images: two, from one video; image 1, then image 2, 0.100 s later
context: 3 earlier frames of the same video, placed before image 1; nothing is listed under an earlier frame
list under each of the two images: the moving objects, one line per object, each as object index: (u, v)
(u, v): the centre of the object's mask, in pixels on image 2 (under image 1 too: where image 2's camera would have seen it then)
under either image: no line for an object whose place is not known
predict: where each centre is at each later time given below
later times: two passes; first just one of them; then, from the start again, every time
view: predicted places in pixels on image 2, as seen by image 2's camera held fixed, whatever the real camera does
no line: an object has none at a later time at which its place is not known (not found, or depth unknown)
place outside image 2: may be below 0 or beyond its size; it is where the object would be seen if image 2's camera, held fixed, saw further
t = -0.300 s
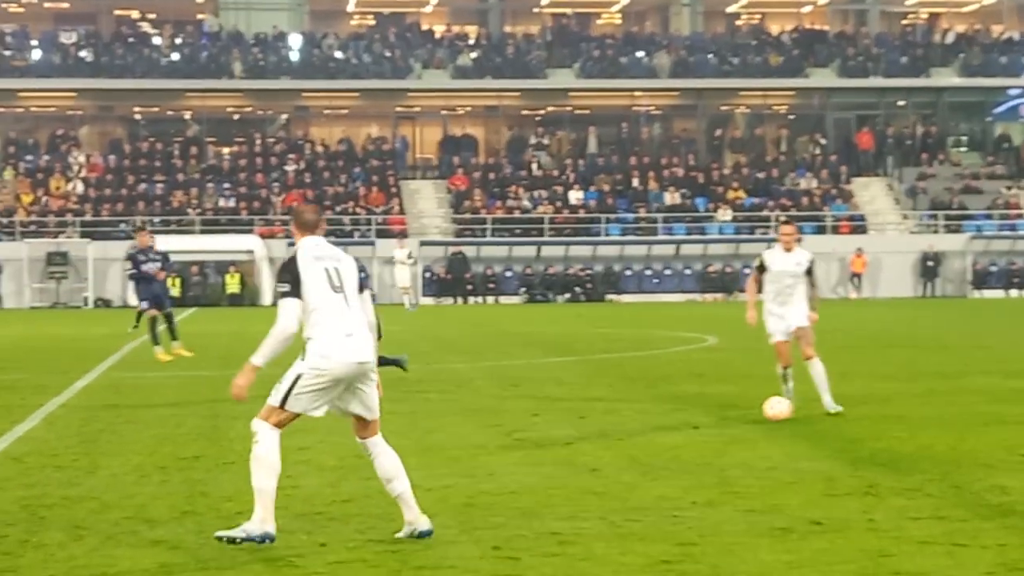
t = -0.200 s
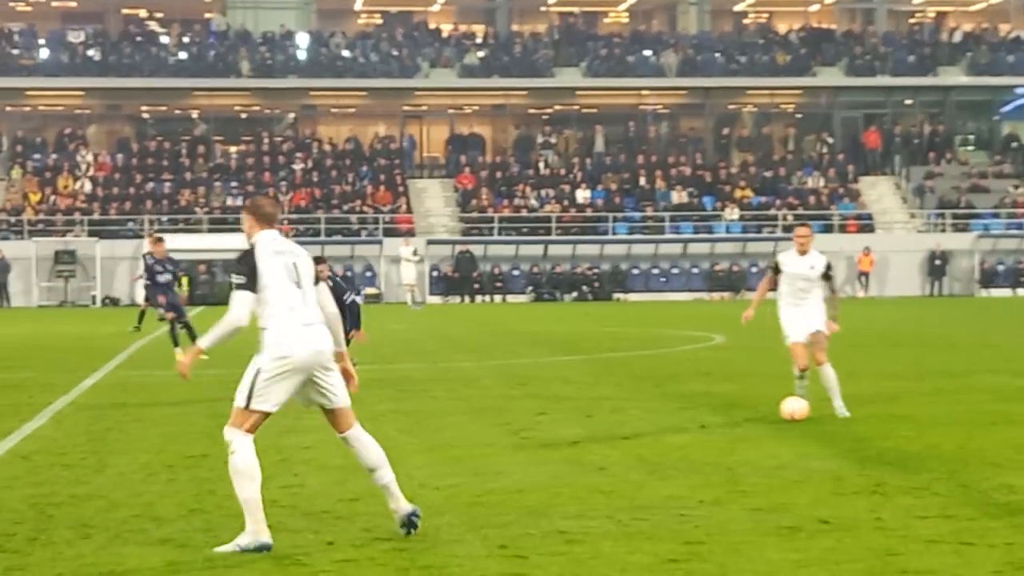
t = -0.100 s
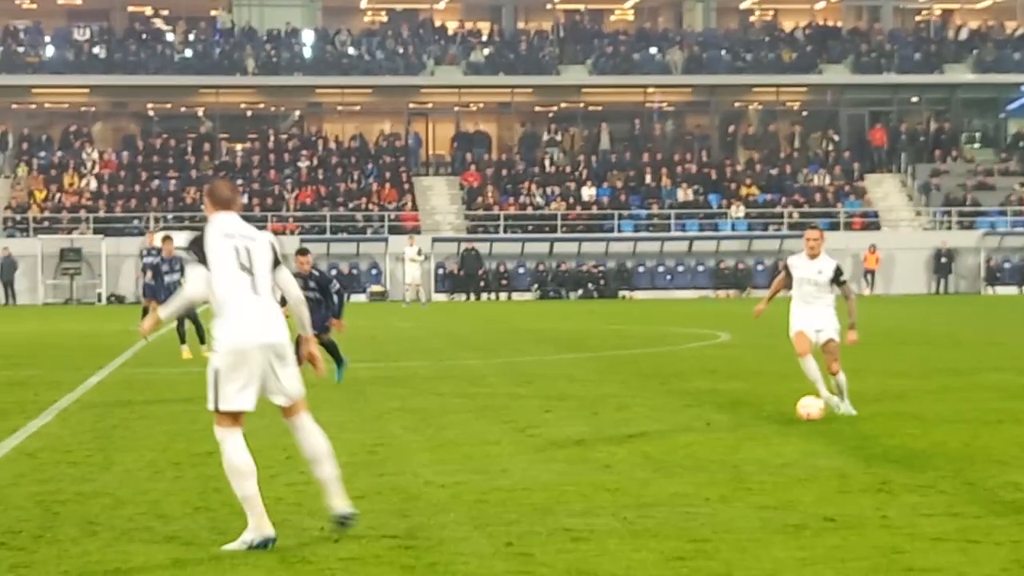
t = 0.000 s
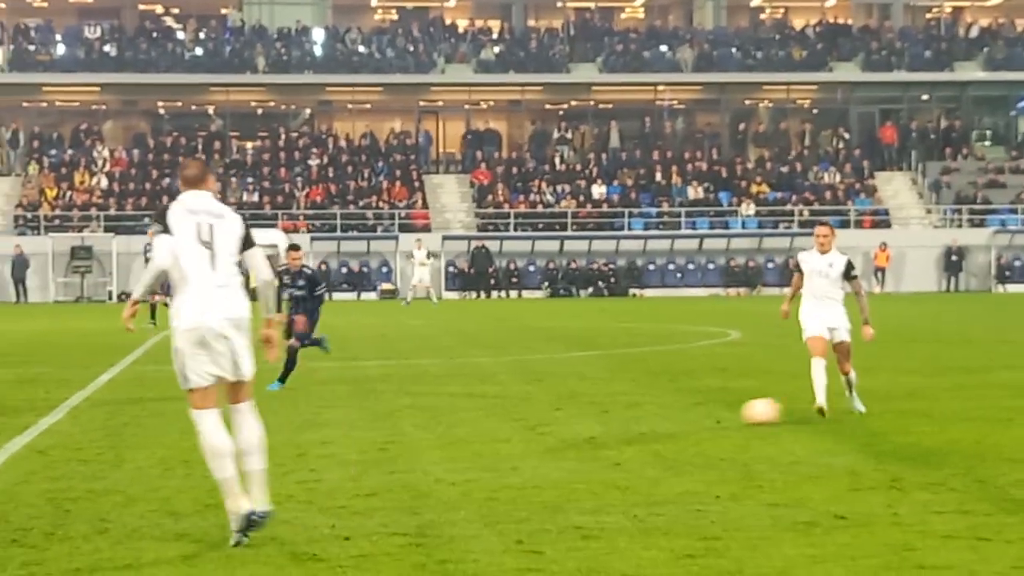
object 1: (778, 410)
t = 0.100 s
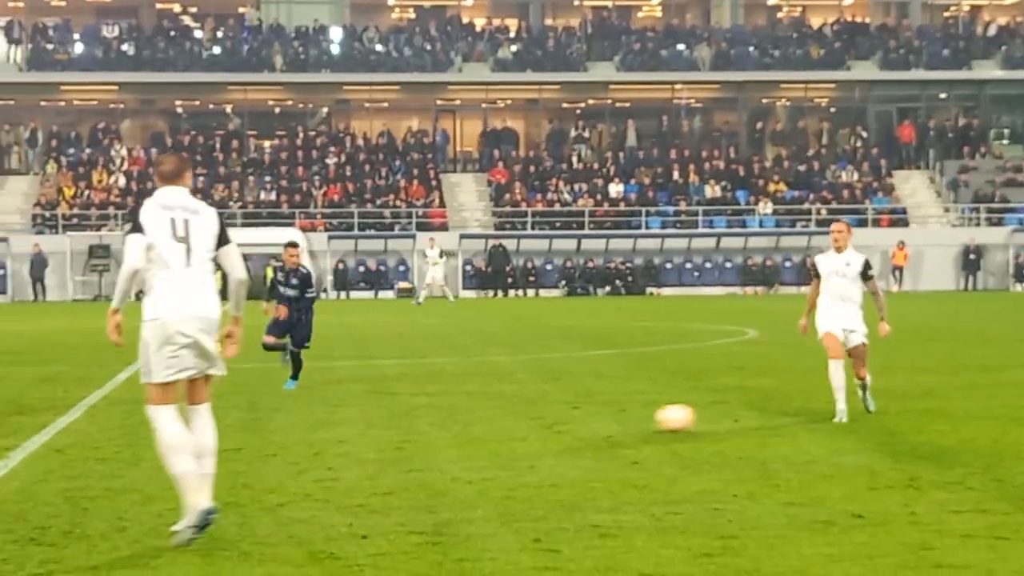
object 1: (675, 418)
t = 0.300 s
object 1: (462, 438)
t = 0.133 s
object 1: (639, 421)
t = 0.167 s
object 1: (604, 425)
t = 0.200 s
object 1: (568, 429)
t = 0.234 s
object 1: (533, 431)
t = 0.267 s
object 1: (498, 434)
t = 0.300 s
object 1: (462, 438)
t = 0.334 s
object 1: (426, 442)
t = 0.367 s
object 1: (392, 444)
